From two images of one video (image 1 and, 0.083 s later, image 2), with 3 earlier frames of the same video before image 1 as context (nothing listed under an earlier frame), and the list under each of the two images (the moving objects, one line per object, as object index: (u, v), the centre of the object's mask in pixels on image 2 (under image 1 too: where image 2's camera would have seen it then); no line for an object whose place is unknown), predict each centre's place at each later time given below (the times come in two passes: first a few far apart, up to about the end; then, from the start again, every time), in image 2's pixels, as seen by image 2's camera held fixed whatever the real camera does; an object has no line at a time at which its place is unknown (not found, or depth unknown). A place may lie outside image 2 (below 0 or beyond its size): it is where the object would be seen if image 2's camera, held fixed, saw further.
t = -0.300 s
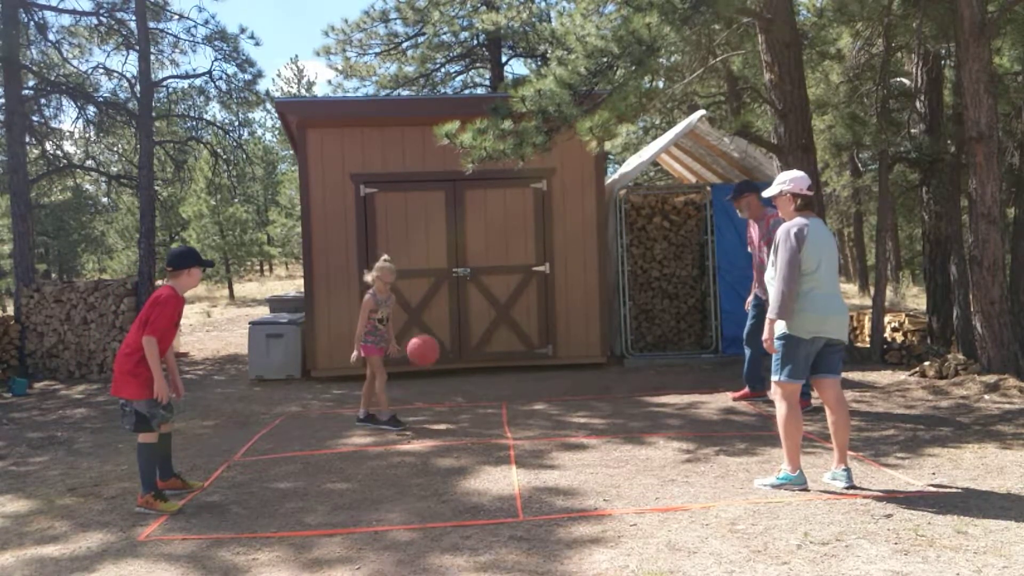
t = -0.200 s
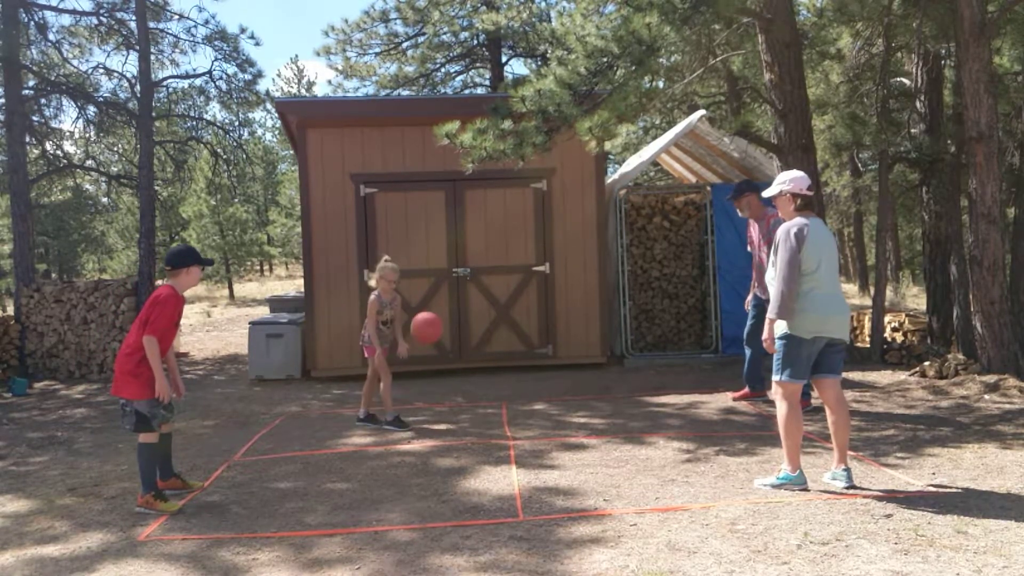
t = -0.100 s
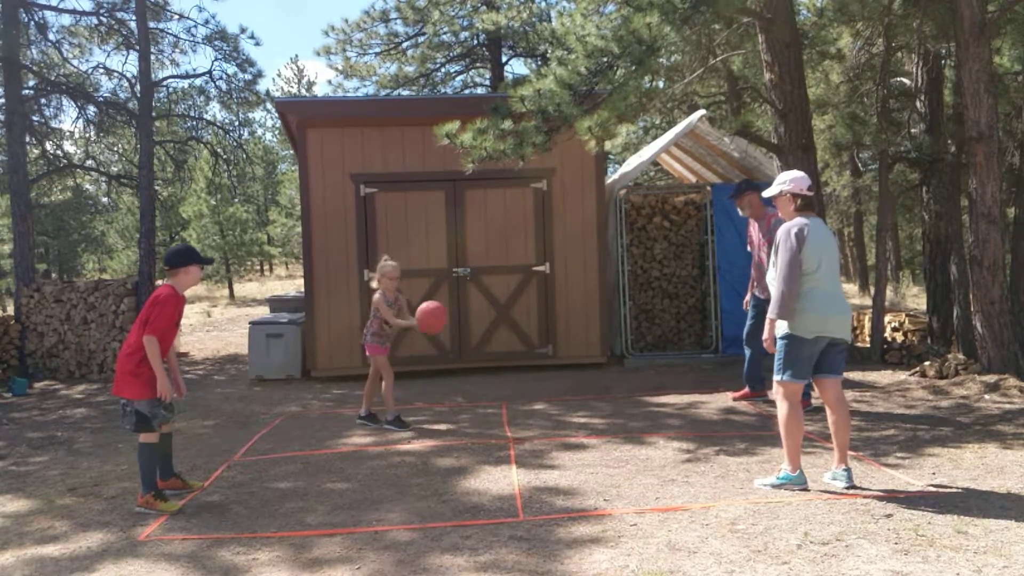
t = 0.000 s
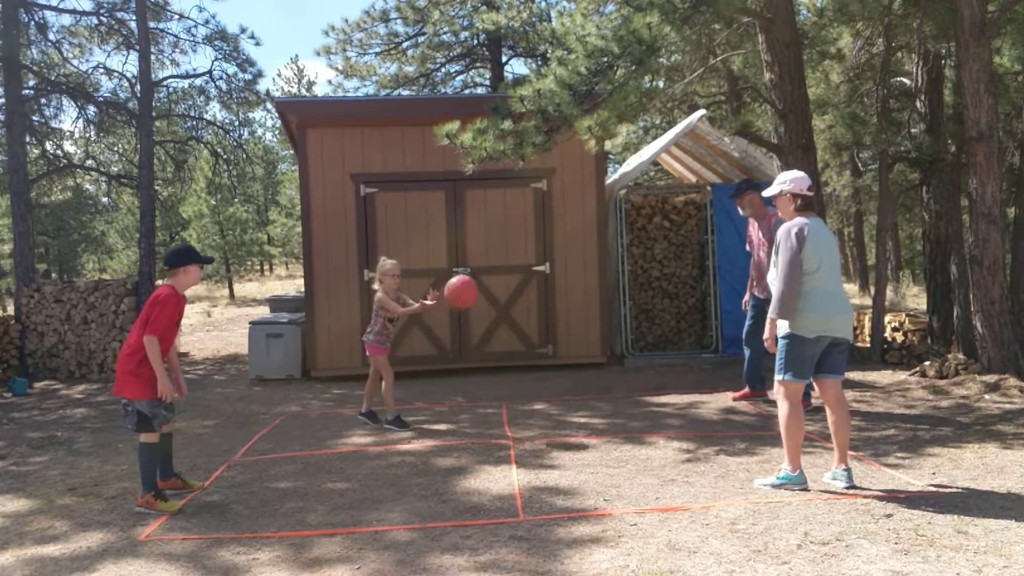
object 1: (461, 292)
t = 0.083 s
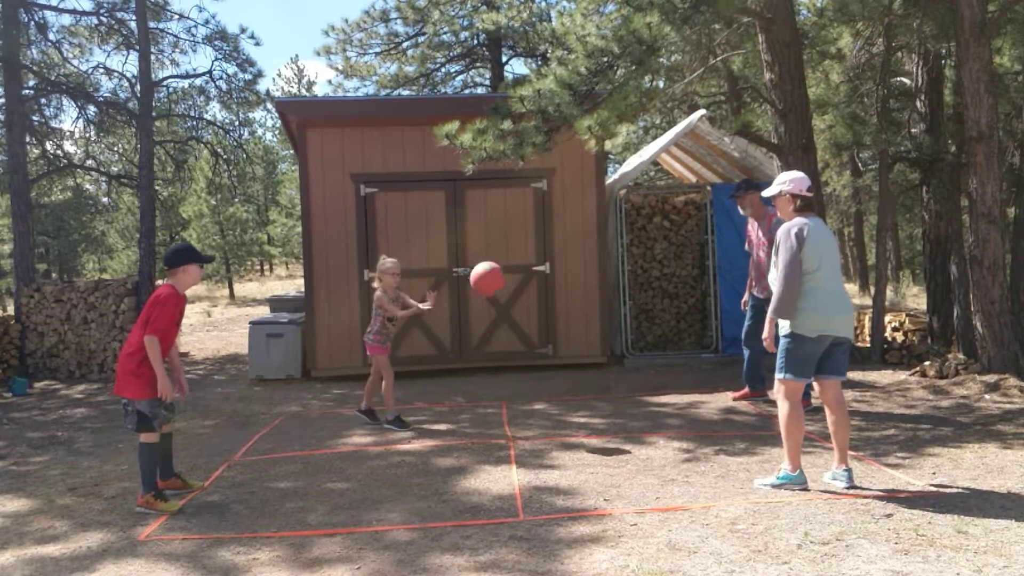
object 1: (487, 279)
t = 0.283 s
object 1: (553, 287)
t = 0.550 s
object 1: (652, 396)
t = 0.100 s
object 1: (493, 277)
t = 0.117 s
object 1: (498, 276)
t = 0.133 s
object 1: (503, 274)
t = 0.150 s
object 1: (508, 275)
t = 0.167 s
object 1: (514, 275)
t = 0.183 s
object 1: (520, 276)
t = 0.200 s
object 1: (525, 276)
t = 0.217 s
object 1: (531, 278)
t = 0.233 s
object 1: (537, 279)
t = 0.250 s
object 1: (542, 281)
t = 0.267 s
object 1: (548, 284)
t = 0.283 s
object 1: (553, 287)
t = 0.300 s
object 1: (559, 291)
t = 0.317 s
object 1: (565, 295)
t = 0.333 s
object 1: (571, 299)
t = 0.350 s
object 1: (577, 304)
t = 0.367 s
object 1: (583, 309)
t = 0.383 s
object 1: (589, 314)
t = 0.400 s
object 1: (595, 321)
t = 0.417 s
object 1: (601, 327)
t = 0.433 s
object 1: (607, 334)
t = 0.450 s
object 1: (613, 341)
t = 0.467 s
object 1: (620, 349)
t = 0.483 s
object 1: (626, 357)
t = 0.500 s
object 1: (632, 366)
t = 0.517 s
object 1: (639, 375)
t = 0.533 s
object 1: (646, 385)
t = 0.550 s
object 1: (652, 396)
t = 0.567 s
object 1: (659, 406)
